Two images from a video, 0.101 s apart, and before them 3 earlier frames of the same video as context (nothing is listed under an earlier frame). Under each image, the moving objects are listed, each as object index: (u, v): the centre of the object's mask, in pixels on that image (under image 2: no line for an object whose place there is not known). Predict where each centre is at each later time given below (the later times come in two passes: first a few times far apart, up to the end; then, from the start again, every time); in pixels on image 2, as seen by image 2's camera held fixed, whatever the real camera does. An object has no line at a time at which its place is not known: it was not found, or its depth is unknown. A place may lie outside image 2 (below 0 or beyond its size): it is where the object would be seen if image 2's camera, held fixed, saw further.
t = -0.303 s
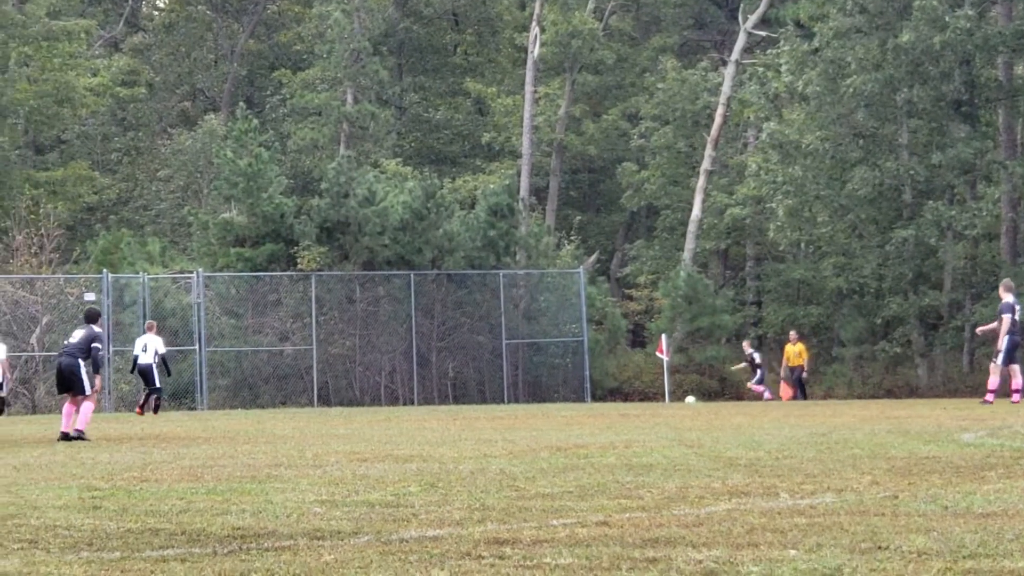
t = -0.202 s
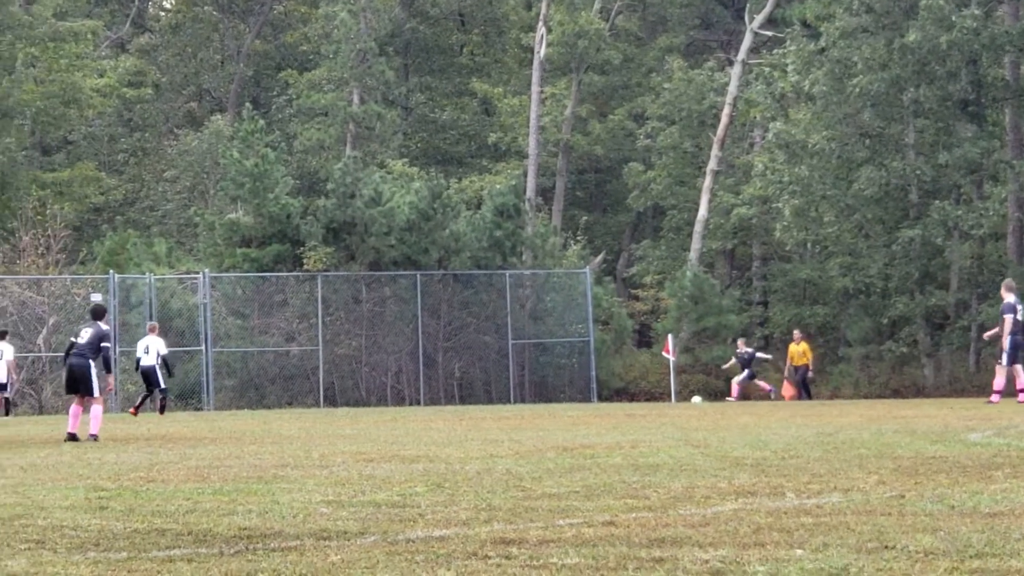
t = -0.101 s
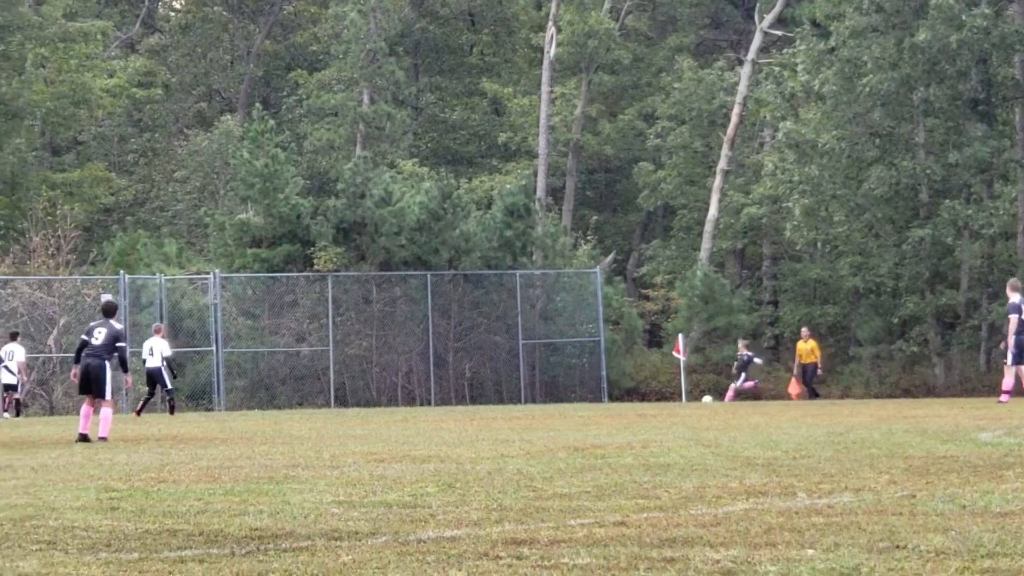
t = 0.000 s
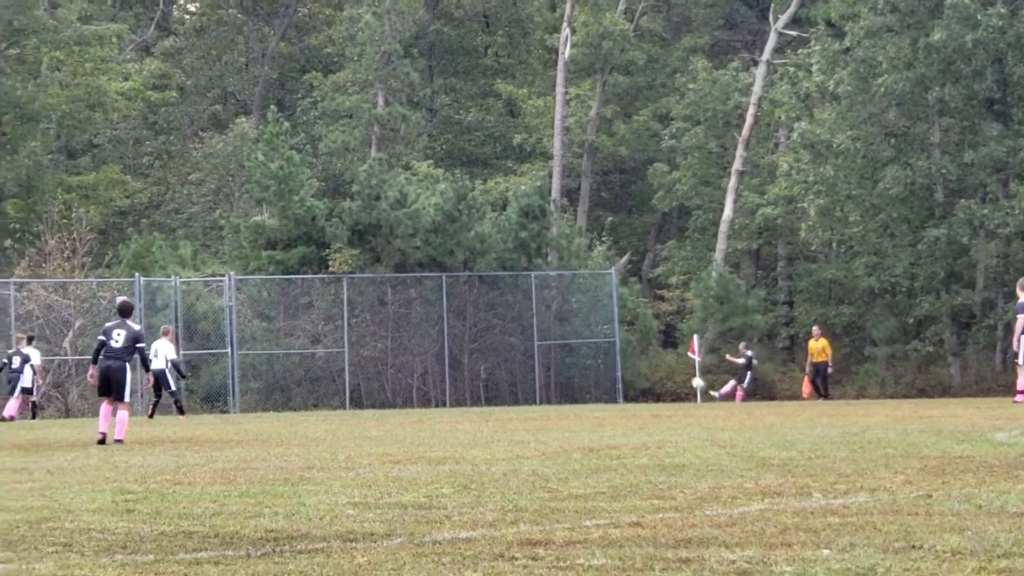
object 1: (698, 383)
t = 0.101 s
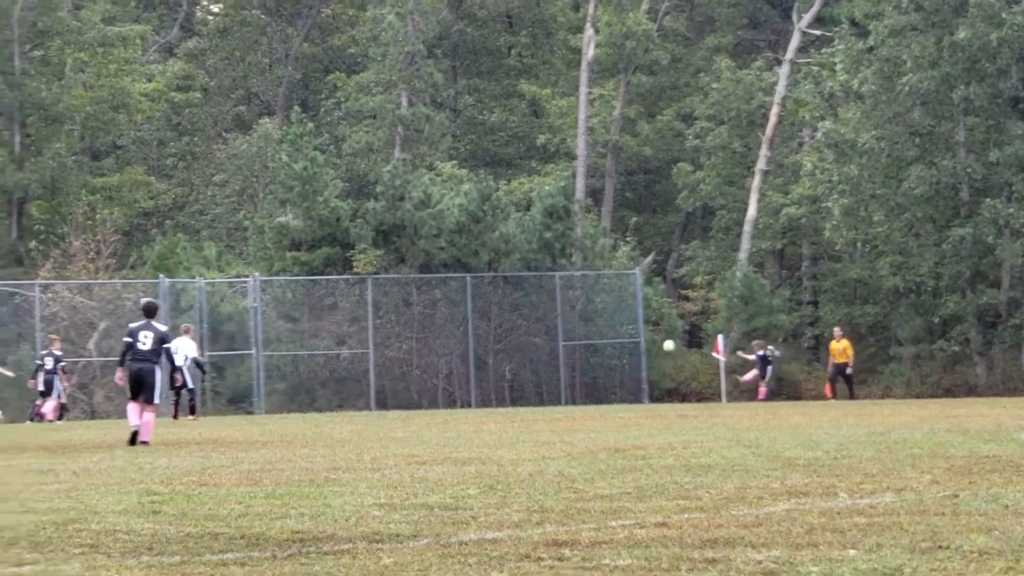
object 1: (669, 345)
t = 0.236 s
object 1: (604, 301)
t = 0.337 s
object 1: (558, 272)
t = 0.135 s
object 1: (653, 333)
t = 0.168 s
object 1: (636, 322)
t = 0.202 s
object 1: (620, 311)
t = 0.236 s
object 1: (604, 301)
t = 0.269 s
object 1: (589, 291)
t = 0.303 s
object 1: (573, 282)
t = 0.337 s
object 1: (558, 272)
